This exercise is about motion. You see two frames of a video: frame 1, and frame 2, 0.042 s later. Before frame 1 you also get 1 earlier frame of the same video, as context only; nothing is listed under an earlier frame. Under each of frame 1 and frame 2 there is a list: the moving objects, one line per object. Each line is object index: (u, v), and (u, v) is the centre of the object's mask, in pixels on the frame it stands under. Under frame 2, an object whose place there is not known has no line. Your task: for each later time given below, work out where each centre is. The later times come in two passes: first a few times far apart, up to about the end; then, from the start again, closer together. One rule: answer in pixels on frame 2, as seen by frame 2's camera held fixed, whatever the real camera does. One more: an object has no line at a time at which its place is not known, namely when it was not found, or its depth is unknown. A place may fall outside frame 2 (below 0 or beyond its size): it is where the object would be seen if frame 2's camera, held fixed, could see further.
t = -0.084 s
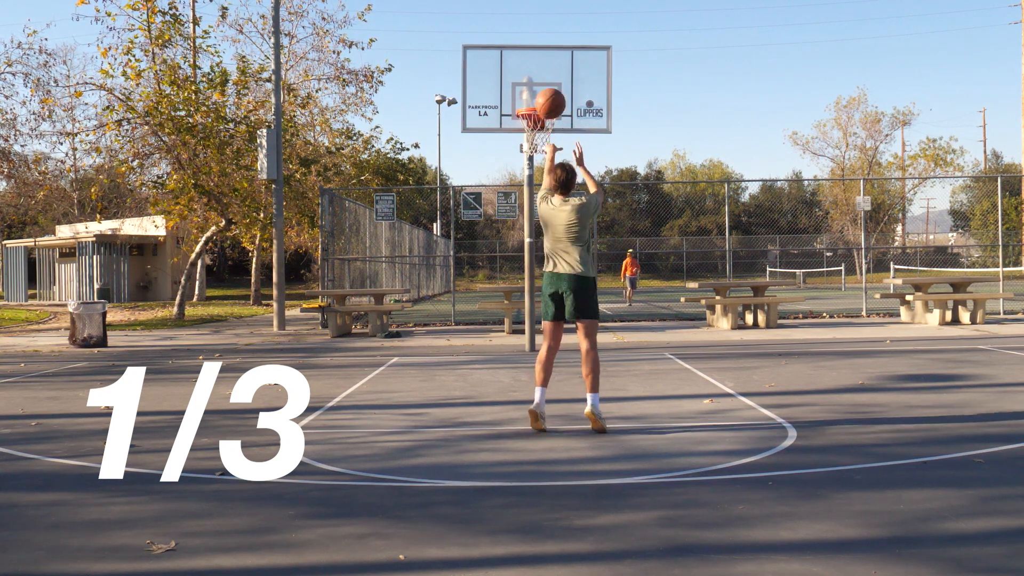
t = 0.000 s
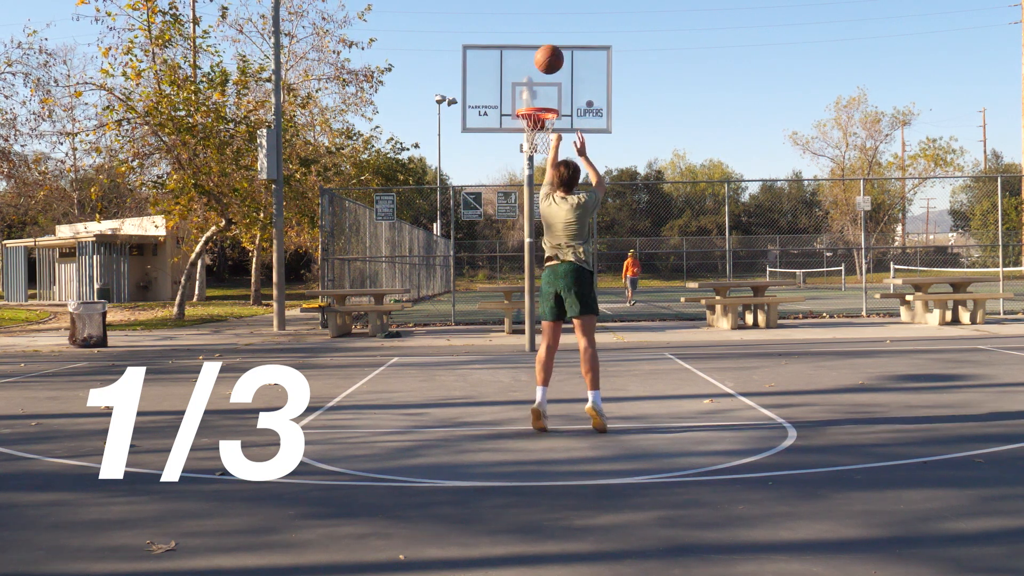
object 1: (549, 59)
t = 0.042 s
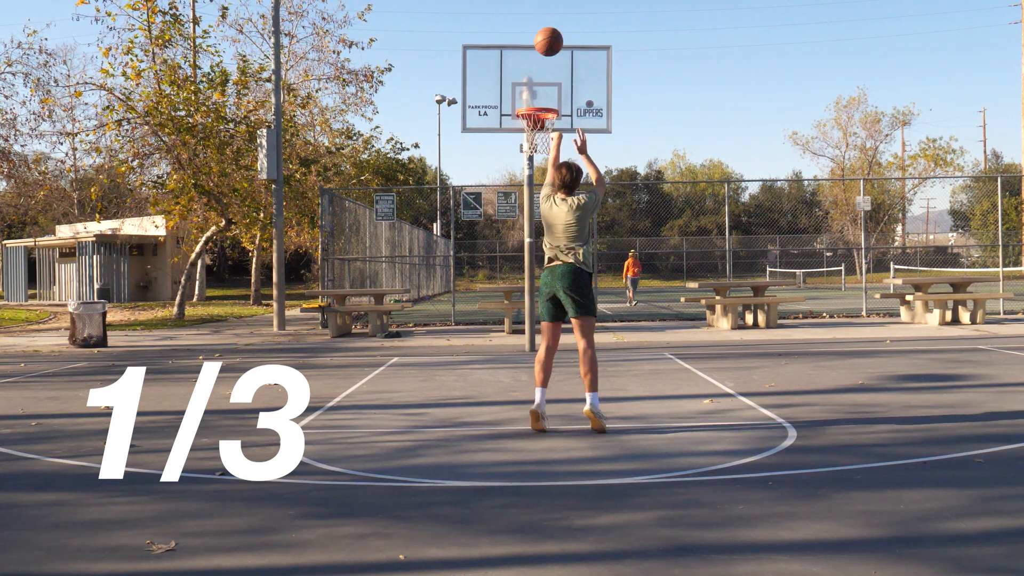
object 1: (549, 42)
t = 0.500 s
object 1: (547, 2)
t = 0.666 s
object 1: (547, 26)
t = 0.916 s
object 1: (547, 102)
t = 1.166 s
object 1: (542, 103)
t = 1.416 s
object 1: (524, 129)
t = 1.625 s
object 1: (521, 149)
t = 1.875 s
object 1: (521, 214)
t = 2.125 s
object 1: (523, 335)
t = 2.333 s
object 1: (526, 302)
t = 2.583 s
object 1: (530, 241)
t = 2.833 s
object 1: (536, 235)
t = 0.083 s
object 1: (548, 26)
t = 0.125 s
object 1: (548, 14)
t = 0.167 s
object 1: (548, 8)
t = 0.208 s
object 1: (548, 4)
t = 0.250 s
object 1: (547, 2)
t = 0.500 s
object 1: (547, 2)
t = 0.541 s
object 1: (547, 5)
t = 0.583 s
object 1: (547, 9)
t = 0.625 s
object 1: (547, 16)
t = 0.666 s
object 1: (547, 26)
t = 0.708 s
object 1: (547, 38)
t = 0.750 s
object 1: (547, 51)
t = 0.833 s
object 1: (548, 79)
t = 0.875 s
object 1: (548, 95)
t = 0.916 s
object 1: (547, 102)
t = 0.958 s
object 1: (543, 105)
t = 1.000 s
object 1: (537, 104)
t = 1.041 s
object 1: (529, 104)
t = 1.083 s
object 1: (530, 104)
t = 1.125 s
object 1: (537, 103)
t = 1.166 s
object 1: (542, 103)
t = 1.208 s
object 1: (546, 104)
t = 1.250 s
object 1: (547, 106)
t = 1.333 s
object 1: (532, 125)
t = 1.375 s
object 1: (530, 125)
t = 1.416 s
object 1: (524, 129)
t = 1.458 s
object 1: (523, 134)
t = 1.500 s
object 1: (520, 136)
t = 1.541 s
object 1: (521, 140)
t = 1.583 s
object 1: (521, 145)
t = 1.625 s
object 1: (521, 149)
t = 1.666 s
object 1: (521, 156)
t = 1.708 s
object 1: (521, 165)
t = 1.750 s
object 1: (521, 174)
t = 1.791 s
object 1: (521, 186)
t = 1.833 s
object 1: (521, 199)
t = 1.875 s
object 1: (521, 214)
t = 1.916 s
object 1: (521, 230)
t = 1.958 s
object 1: (521, 248)
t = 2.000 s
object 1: (521, 267)
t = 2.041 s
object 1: (522, 288)
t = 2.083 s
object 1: (522, 311)
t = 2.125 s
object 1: (523, 335)
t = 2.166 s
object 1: (524, 360)
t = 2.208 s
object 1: (524, 351)
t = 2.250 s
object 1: (524, 333)
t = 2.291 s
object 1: (525, 317)
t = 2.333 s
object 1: (526, 302)
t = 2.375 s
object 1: (526, 288)
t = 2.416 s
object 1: (527, 276)
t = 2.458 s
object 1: (528, 265)
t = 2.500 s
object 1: (528, 255)
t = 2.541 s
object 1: (529, 248)
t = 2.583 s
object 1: (530, 241)
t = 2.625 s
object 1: (531, 236)
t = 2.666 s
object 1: (532, 232)
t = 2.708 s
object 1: (533, 231)
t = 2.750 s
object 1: (534, 231)
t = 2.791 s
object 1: (535, 232)
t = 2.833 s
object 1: (536, 235)
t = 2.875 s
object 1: (537, 239)
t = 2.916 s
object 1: (538, 245)
